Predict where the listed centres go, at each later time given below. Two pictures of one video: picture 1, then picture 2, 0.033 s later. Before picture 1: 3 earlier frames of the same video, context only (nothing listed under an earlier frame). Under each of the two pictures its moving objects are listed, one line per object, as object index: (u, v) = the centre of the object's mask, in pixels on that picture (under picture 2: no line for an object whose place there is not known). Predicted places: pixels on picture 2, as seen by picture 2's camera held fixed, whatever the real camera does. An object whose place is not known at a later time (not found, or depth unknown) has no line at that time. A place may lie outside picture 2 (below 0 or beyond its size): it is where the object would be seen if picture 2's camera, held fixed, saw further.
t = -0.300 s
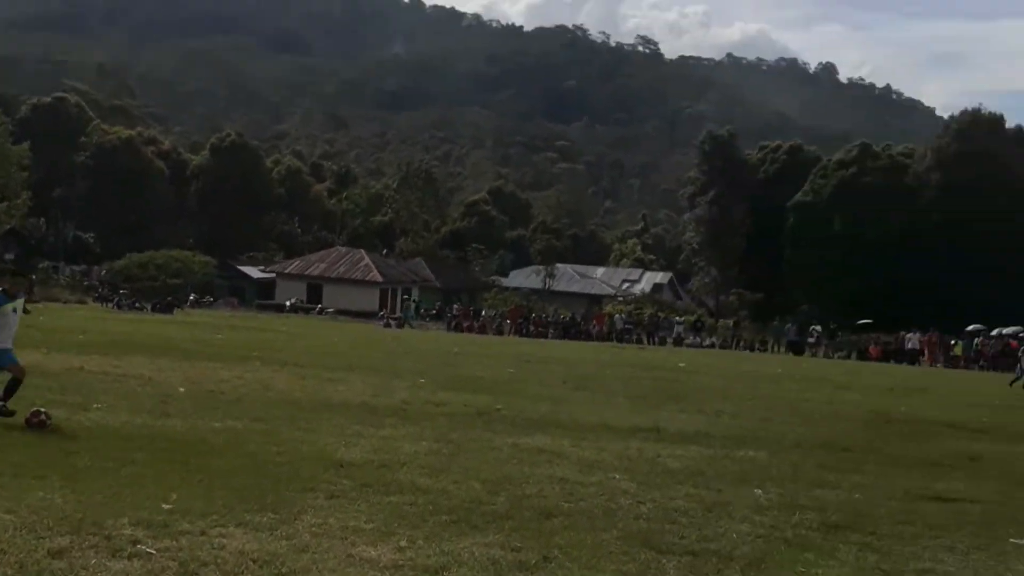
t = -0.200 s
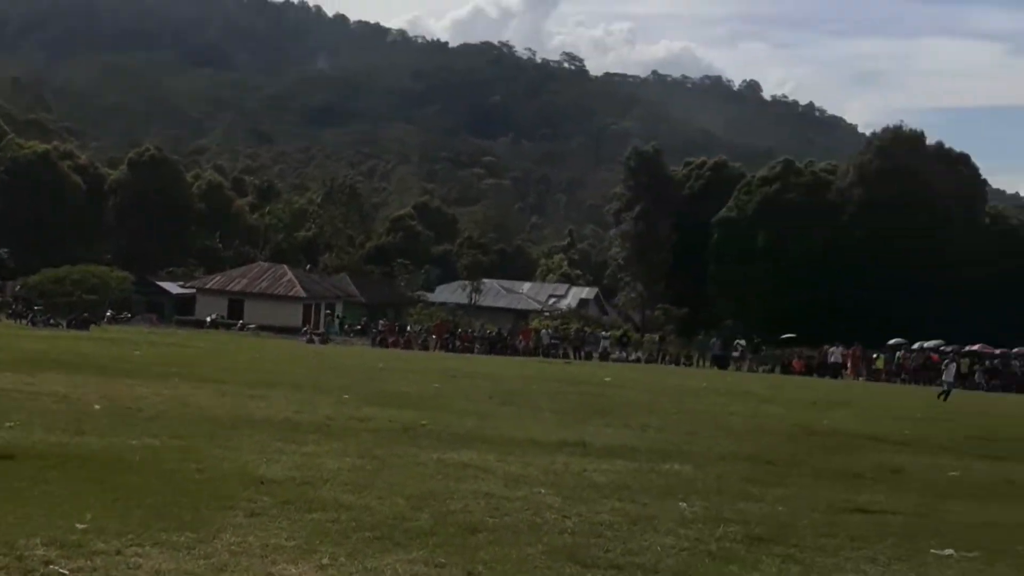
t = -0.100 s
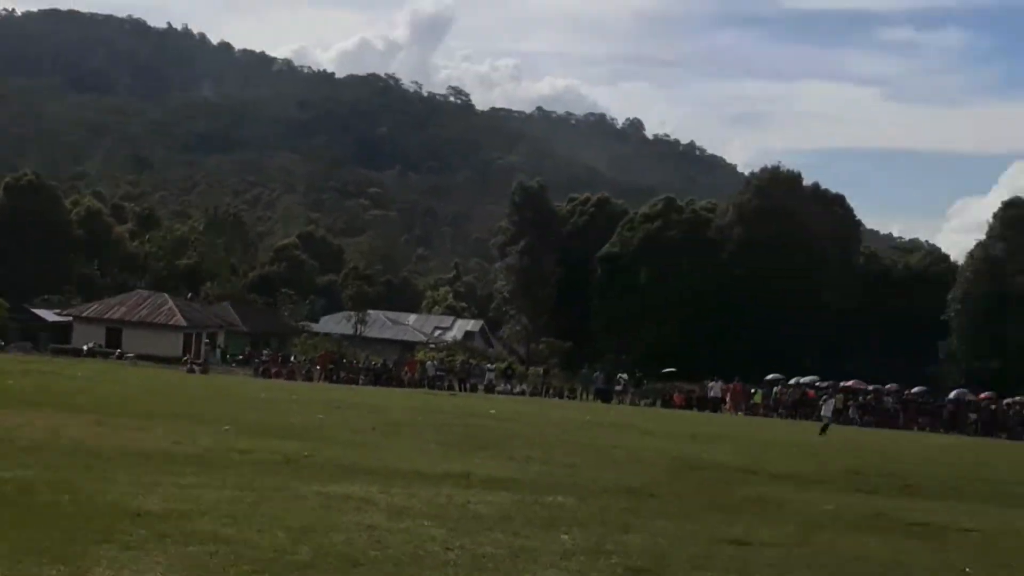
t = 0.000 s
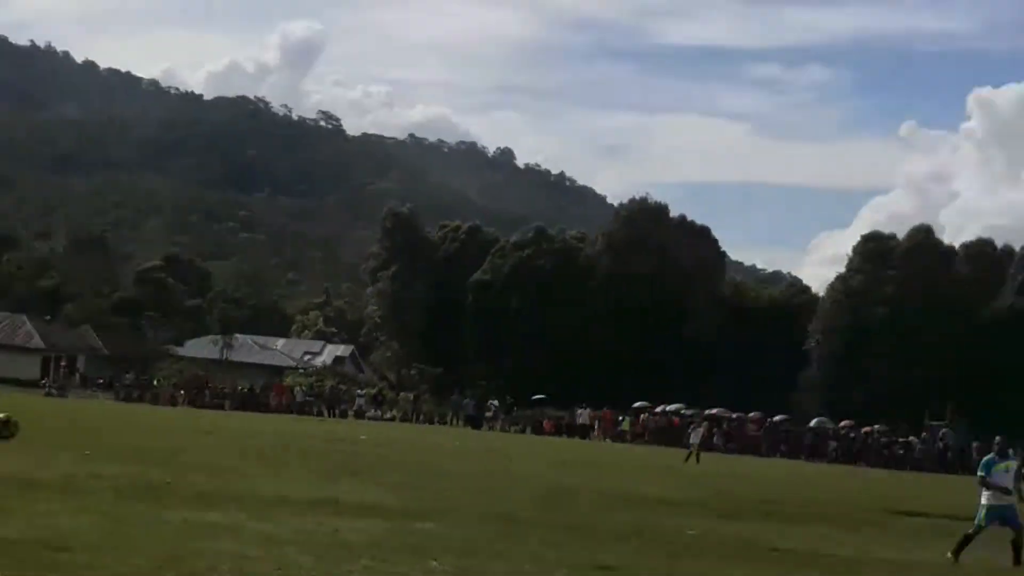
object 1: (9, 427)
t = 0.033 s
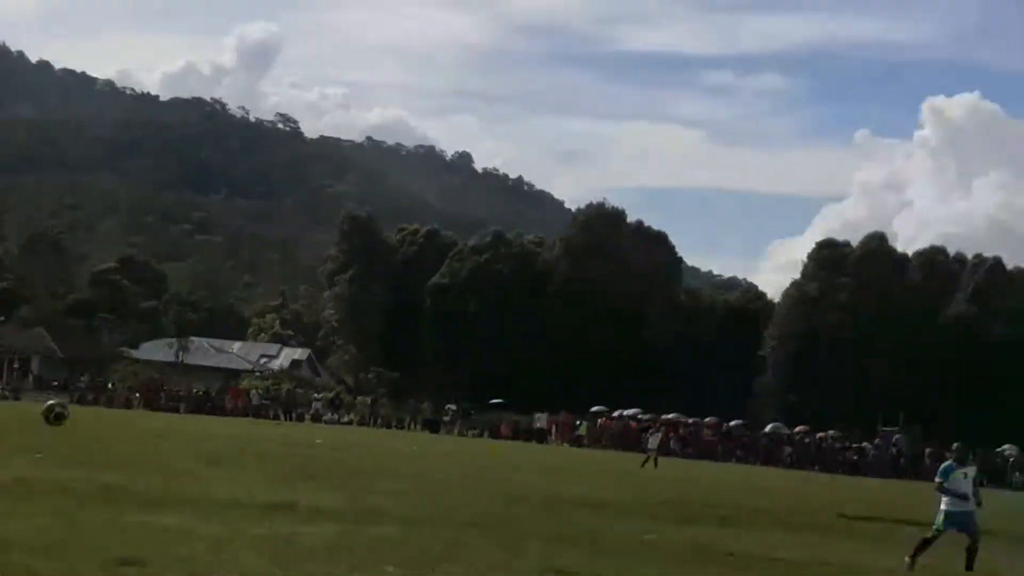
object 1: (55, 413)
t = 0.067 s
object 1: (150, 398)
